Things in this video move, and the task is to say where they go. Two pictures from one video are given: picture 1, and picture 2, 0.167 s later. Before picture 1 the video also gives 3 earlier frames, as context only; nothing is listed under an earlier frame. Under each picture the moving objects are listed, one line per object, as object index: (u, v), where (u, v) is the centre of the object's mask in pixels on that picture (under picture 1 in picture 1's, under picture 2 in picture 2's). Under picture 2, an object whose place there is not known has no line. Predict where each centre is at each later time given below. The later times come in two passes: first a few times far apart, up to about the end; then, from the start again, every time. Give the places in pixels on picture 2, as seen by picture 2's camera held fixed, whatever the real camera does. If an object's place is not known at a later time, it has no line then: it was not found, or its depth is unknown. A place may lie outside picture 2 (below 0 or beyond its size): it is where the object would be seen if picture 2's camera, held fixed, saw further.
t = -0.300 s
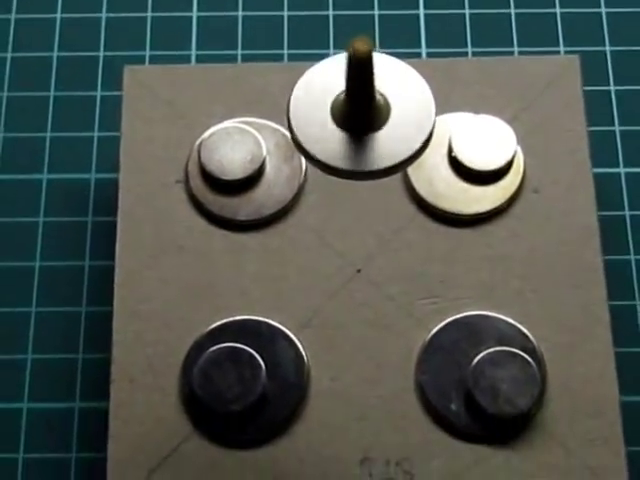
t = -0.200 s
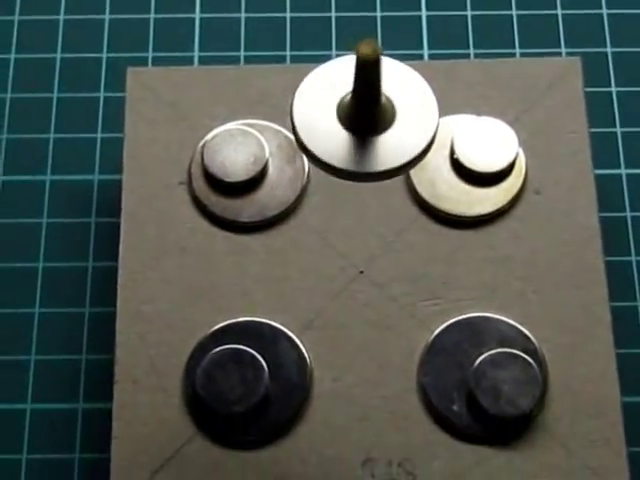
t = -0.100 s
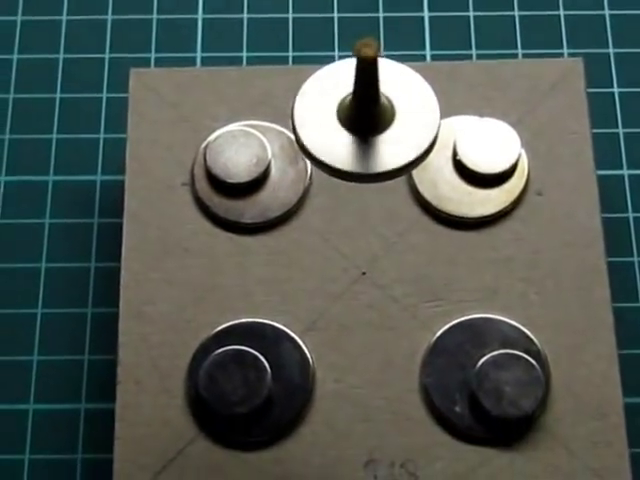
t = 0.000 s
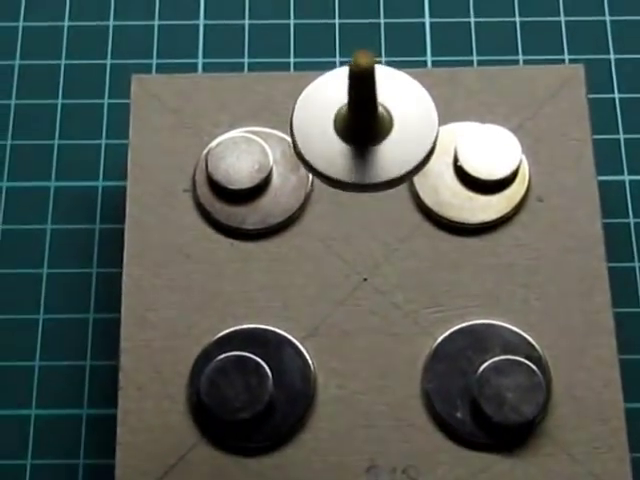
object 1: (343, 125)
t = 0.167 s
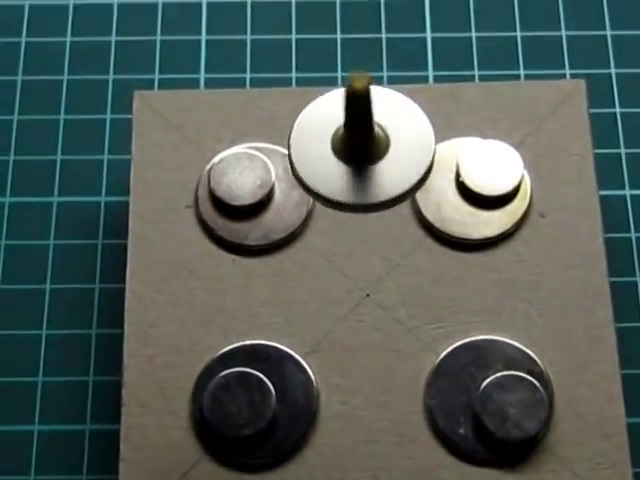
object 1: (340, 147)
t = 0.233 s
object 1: (341, 146)
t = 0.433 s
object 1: (344, 146)
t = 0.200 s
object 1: (340, 146)
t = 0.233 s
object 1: (341, 146)
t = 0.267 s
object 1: (340, 147)
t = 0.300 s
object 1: (339, 147)
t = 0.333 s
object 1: (342, 148)
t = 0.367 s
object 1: (342, 144)
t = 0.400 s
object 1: (342, 144)
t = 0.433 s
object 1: (344, 146)
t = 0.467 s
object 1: (343, 143)
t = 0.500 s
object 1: (345, 141)
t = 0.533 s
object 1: (347, 140)
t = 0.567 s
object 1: (349, 143)
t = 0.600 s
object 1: (347, 139)
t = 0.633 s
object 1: (351, 139)
